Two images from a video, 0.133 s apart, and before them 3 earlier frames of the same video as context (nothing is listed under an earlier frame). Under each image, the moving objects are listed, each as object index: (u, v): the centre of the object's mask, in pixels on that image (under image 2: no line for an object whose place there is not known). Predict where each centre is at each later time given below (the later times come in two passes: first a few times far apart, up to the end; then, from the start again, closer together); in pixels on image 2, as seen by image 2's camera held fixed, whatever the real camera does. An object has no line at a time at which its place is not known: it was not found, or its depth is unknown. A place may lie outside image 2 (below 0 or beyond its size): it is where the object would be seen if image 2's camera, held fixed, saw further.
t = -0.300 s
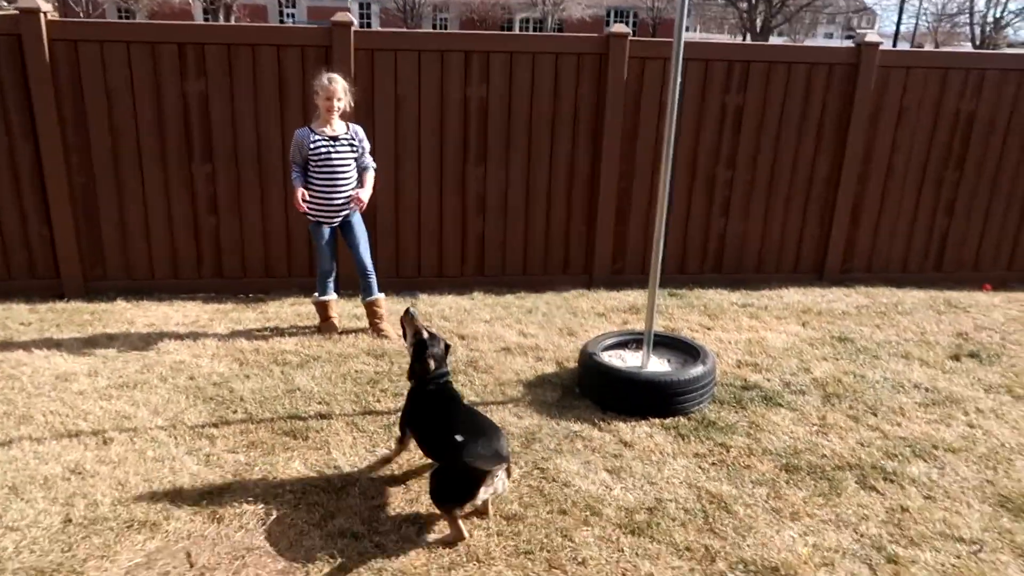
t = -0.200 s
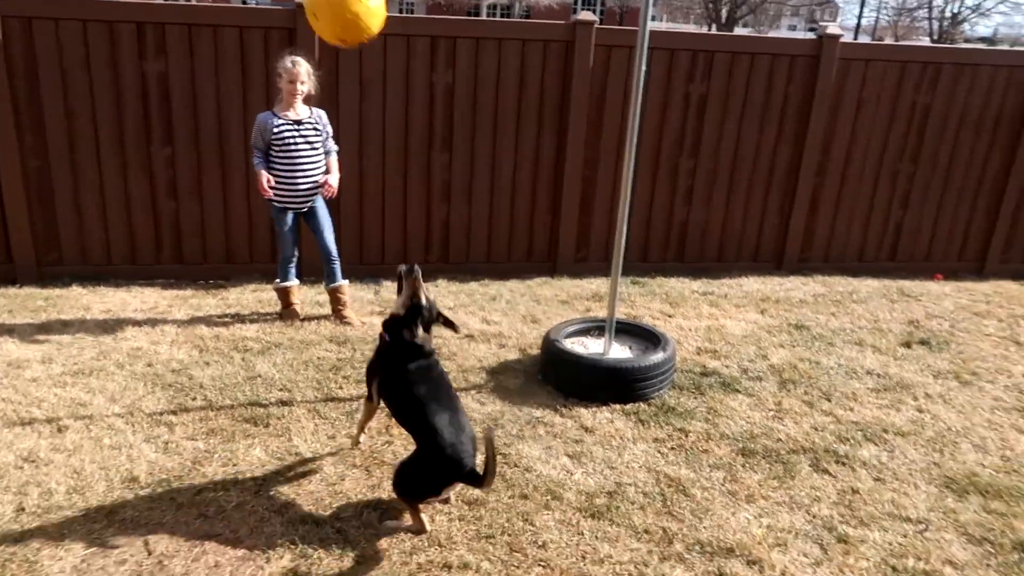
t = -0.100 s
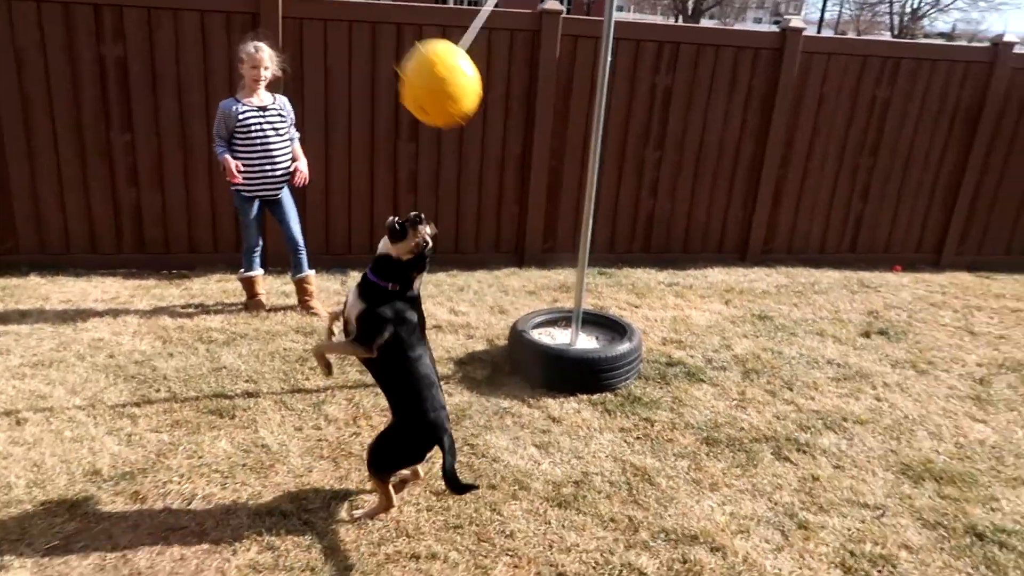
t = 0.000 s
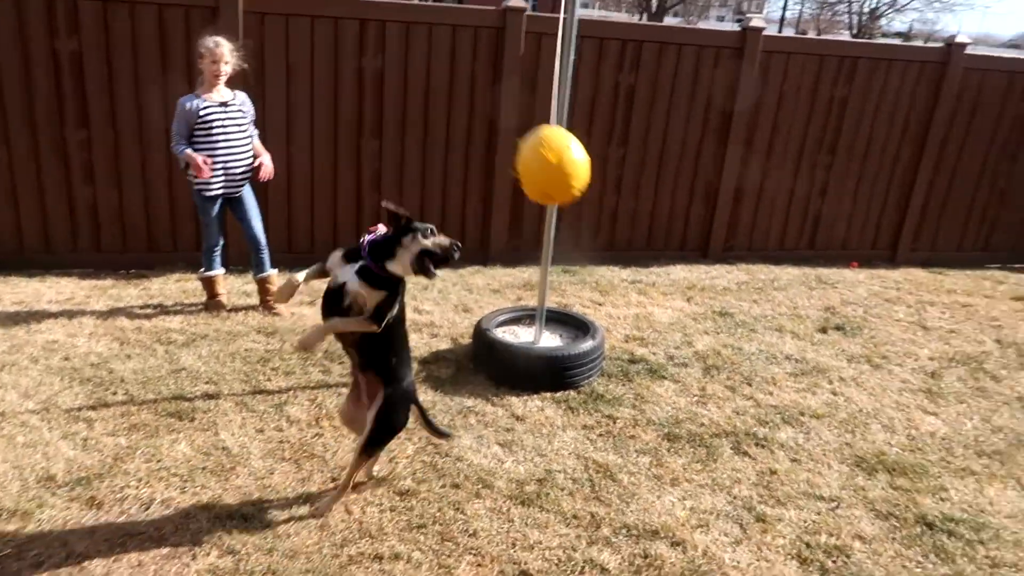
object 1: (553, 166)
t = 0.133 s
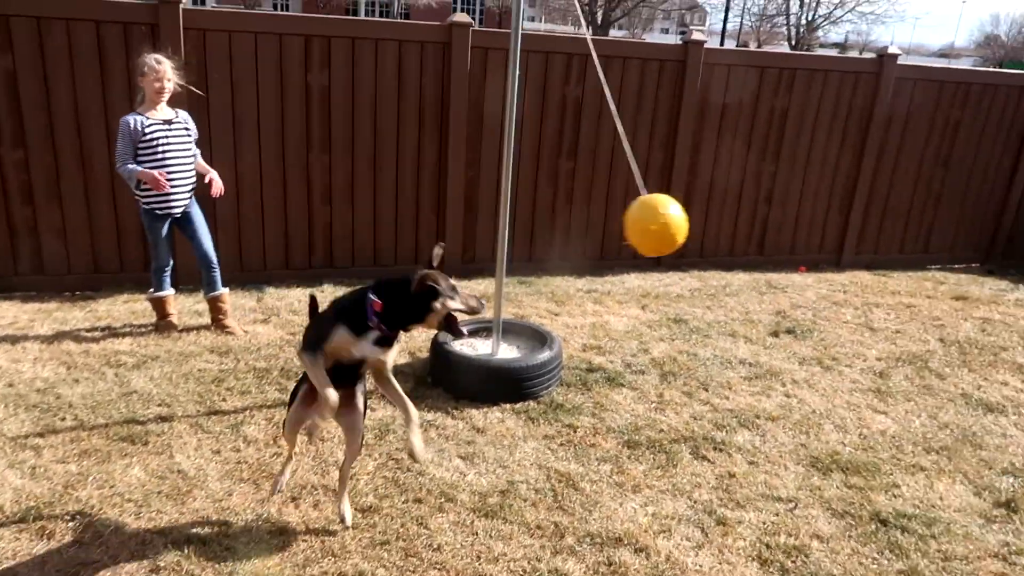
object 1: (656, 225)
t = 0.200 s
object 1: (700, 221)
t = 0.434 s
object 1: (718, 134)
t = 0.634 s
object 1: (648, 51)
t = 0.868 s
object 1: (538, -1)
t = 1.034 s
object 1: (447, -1)
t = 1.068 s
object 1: (430, 3)
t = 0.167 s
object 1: (681, 224)
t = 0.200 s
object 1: (700, 221)
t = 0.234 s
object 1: (714, 214)
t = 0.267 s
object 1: (724, 204)
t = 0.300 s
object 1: (729, 192)
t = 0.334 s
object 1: (731, 179)
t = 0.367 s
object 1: (729, 164)
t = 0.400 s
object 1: (724, 149)
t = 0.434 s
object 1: (718, 134)
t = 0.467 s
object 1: (709, 119)
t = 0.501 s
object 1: (699, 104)
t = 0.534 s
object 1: (685, 89)
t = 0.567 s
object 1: (672, 76)
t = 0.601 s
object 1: (660, 63)
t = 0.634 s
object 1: (648, 51)
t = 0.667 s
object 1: (633, 40)
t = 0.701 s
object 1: (617, 29)
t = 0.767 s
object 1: (584, 12)
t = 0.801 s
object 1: (567, 6)
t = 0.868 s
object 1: (538, -1)
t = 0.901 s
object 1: (514, -5)
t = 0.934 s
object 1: (497, -7)
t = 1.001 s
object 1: (464, -5)
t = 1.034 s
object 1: (447, -1)
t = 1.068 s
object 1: (430, 3)
